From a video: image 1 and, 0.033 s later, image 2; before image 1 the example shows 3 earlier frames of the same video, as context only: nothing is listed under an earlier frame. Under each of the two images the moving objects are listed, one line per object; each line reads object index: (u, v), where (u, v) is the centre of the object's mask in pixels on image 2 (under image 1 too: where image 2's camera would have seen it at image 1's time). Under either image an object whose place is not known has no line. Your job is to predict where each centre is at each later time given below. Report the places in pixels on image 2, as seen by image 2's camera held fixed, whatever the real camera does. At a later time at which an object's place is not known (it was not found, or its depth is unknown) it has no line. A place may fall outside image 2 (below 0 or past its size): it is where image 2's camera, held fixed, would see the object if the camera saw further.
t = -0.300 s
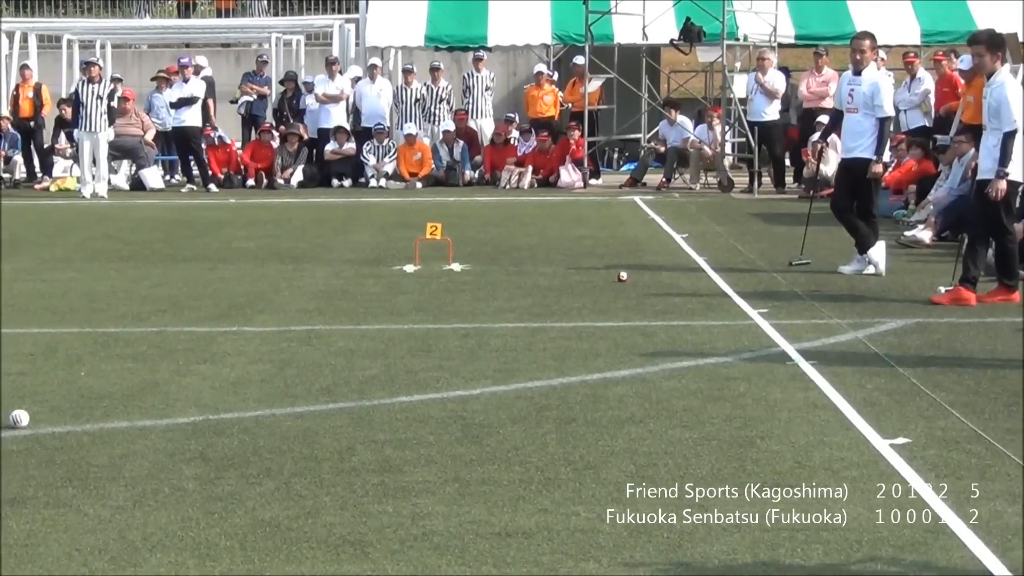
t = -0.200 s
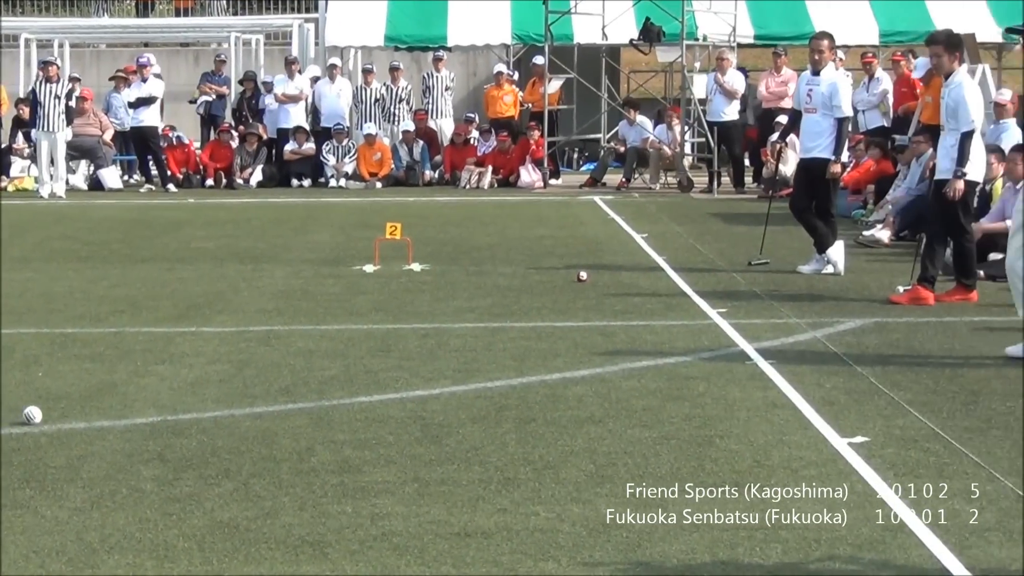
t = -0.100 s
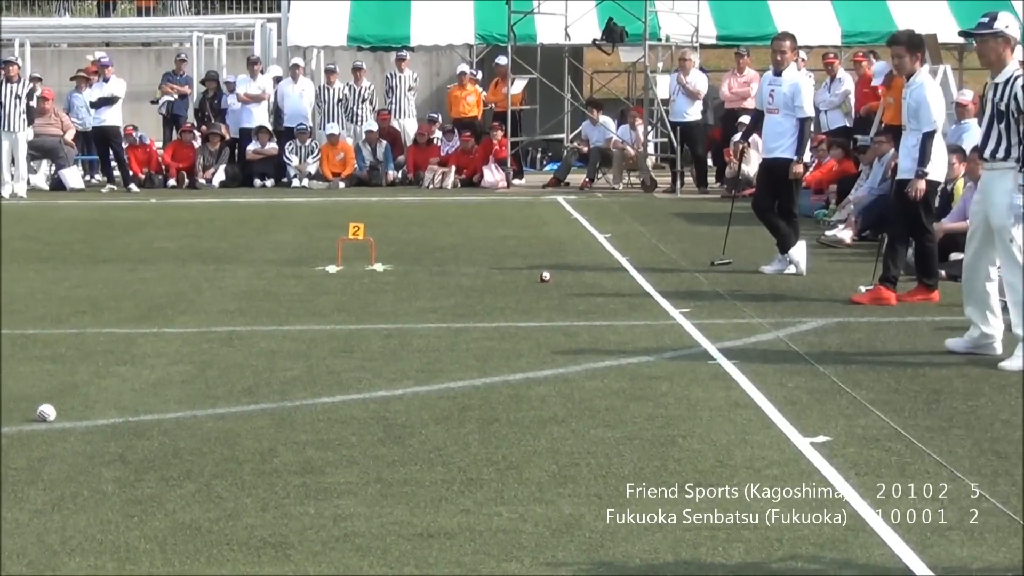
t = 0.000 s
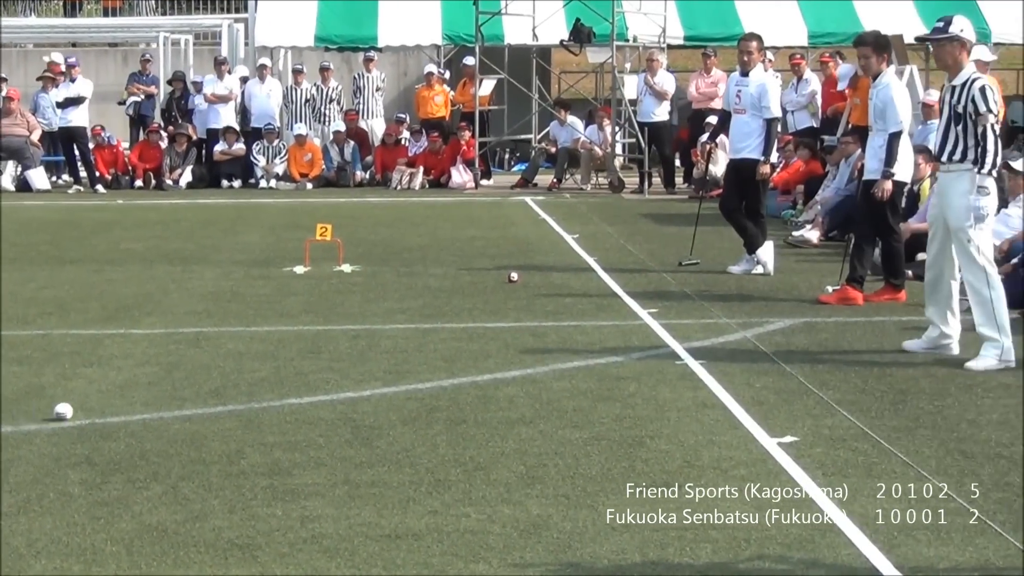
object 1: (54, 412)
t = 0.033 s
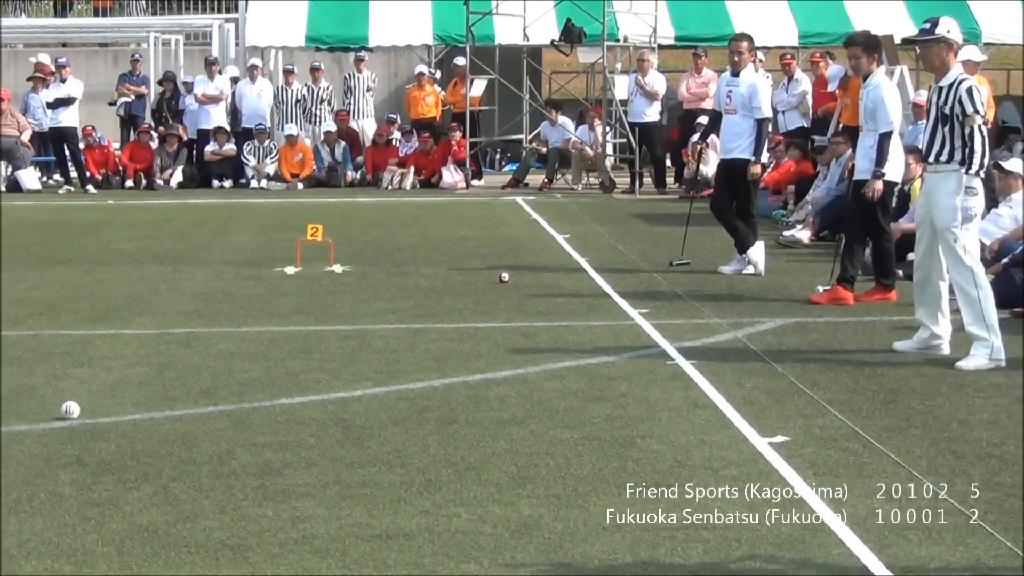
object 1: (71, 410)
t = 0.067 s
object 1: (86, 409)
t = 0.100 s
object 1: (101, 407)
